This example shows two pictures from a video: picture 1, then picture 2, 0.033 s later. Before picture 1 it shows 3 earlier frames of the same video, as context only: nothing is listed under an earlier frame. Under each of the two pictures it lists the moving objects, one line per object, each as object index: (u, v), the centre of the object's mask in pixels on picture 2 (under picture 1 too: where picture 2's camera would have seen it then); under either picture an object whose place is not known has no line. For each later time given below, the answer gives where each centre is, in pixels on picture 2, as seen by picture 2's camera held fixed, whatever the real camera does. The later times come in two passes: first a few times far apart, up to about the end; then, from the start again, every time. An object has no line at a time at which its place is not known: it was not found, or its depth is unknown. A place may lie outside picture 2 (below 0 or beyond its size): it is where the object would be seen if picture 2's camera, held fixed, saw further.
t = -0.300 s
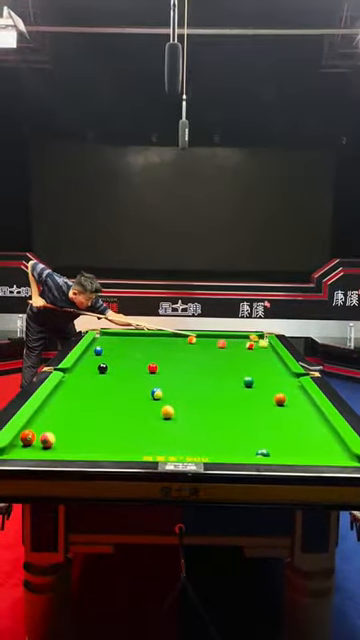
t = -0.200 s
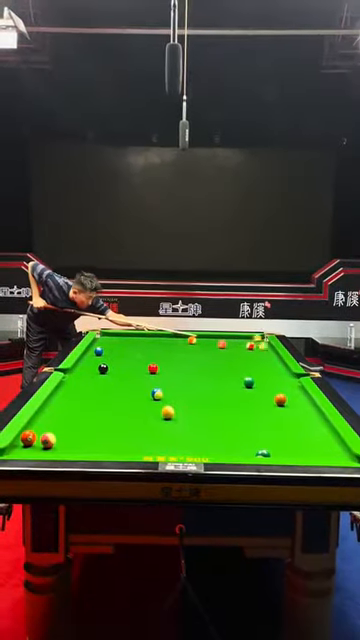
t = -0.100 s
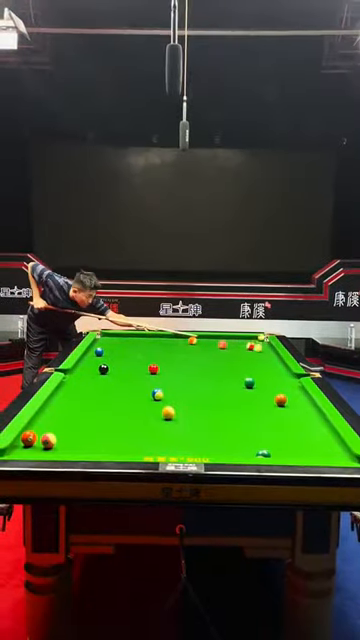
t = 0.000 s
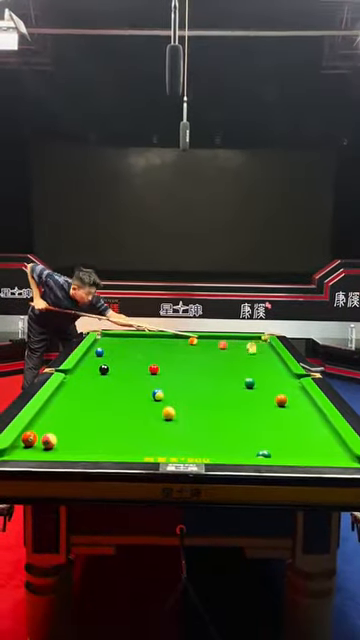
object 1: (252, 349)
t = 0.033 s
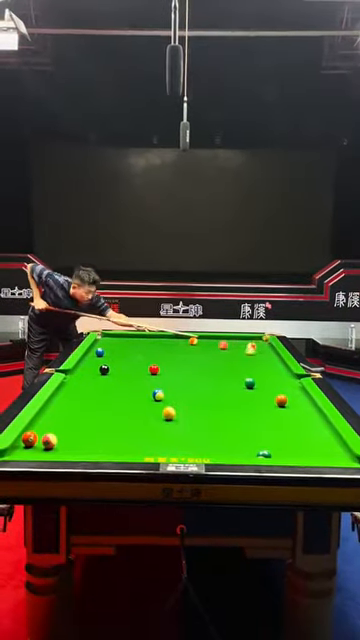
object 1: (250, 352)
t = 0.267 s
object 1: (235, 355)
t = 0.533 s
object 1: (218, 360)
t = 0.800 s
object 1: (200, 365)
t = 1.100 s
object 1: (178, 371)
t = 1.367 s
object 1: (158, 377)
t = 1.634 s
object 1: (137, 383)
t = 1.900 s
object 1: (114, 390)
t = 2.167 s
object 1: (90, 396)
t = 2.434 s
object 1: (65, 404)
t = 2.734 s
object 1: (48, 412)
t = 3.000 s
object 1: (55, 418)
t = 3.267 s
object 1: (62, 425)
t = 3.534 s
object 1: (68, 431)
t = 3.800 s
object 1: (74, 437)
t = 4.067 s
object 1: (80, 443)
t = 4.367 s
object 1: (87, 448)
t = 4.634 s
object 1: (94, 450)
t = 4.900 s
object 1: (100, 449)
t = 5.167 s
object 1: (105, 448)
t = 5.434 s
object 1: (109, 448)
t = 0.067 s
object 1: (247, 352)
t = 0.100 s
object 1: (245, 353)
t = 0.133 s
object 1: (243, 353)
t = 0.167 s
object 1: (241, 353)
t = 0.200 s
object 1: (239, 354)
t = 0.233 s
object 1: (237, 355)
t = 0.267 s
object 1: (235, 355)
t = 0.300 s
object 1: (233, 356)
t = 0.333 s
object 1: (231, 356)
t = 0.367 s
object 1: (229, 357)
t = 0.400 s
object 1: (227, 358)
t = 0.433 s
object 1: (225, 358)
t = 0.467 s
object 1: (222, 358)
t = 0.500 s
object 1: (220, 359)
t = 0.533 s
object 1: (218, 360)
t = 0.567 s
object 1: (216, 360)
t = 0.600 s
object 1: (214, 361)
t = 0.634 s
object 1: (211, 362)
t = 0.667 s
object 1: (209, 362)
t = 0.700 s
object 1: (207, 363)
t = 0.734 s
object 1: (205, 364)
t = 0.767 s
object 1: (202, 364)
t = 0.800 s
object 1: (200, 365)
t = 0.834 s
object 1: (198, 366)
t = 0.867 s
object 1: (195, 366)
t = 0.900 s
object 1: (193, 367)
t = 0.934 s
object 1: (190, 368)
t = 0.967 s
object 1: (188, 368)
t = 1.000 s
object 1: (186, 369)
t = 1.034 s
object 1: (183, 370)
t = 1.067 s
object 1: (181, 371)
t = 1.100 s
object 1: (178, 371)
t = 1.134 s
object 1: (176, 372)
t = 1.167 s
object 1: (174, 373)
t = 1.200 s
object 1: (171, 373)
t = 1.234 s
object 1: (169, 374)
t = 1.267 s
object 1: (166, 375)
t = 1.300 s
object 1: (163, 375)
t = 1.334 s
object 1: (161, 376)
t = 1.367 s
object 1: (158, 377)
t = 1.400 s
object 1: (156, 378)
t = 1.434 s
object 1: (153, 379)
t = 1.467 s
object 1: (150, 379)
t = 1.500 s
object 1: (147, 380)
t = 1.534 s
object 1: (145, 381)
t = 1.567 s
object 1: (142, 381)
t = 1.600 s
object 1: (140, 382)
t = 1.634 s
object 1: (137, 383)
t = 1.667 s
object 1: (134, 384)
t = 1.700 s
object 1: (131, 385)
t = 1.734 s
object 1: (129, 385)
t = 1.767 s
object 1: (126, 386)
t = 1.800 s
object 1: (123, 387)
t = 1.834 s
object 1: (120, 388)
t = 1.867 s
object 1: (117, 389)
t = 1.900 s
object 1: (114, 390)
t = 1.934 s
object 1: (111, 390)
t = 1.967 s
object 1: (108, 391)
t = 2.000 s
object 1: (106, 392)
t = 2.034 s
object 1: (103, 393)
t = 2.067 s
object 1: (100, 394)
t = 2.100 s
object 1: (97, 395)
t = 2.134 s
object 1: (93, 395)
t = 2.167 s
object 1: (90, 396)
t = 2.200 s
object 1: (87, 397)
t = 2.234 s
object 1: (84, 398)
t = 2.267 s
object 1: (81, 399)
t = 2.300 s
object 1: (78, 400)
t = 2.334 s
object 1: (75, 401)
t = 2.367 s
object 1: (72, 402)
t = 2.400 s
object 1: (69, 403)
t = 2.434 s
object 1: (65, 404)
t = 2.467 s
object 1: (62, 405)
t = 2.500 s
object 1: (58, 406)
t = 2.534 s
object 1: (55, 407)
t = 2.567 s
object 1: (53, 407)
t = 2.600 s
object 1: (49, 408)
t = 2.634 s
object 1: (46, 409)
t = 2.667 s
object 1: (46, 410)
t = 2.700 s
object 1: (47, 411)
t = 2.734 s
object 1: (48, 412)
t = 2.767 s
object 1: (49, 412)
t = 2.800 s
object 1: (50, 413)
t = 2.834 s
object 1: (51, 414)
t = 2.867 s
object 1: (51, 415)
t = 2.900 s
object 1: (52, 415)
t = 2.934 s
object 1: (53, 417)
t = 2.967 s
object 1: (53, 417)
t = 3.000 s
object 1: (55, 418)
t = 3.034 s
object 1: (56, 419)
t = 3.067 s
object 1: (56, 420)
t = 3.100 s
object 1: (57, 421)
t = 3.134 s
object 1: (58, 421)
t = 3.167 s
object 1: (59, 422)
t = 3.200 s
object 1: (60, 423)
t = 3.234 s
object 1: (60, 424)
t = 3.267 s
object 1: (62, 425)
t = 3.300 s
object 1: (62, 425)
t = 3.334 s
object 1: (64, 426)
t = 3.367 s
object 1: (64, 427)
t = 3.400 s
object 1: (65, 428)
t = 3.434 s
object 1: (66, 428)
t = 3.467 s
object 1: (66, 429)
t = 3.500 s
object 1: (67, 430)
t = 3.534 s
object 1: (68, 431)
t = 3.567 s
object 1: (69, 432)
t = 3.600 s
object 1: (69, 432)
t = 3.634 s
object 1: (70, 433)
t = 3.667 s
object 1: (71, 434)
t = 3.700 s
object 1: (72, 435)
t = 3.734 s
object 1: (73, 436)
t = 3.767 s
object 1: (73, 436)
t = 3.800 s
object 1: (74, 437)
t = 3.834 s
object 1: (75, 438)
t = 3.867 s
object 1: (76, 439)
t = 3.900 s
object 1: (77, 439)
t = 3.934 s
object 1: (77, 440)
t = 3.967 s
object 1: (78, 441)
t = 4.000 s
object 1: (79, 442)
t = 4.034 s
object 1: (79, 443)
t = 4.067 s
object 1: (80, 443)
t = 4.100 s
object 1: (81, 444)
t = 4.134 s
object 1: (82, 445)
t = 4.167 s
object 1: (83, 445)
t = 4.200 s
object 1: (84, 446)
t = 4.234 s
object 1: (85, 446)
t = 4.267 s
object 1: (85, 447)
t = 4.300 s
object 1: (86, 447)
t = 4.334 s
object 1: (86, 447)
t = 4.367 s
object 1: (87, 448)
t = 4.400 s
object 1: (88, 448)
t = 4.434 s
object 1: (88, 448)
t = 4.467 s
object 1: (90, 449)
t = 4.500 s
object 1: (90, 449)
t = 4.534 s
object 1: (91, 450)
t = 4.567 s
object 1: (92, 450)
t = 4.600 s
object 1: (94, 450)
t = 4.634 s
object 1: (94, 450)
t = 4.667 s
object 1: (94, 450)
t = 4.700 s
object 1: (95, 450)
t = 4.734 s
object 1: (96, 450)
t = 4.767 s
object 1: (97, 450)
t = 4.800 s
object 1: (97, 450)
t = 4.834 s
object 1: (99, 450)
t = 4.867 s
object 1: (99, 450)
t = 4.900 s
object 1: (100, 449)
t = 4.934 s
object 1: (101, 449)
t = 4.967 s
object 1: (101, 449)
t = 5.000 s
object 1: (102, 449)
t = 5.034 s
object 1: (103, 449)
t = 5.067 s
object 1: (103, 448)
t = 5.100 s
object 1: (104, 448)
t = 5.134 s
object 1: (105, 448)
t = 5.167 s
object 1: (105, 448)
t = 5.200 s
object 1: (106, 448)
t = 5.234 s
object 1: (106, 448)
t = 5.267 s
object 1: (107, 448)
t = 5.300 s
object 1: (108, 448)
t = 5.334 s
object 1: (108, 448)
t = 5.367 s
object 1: (108, 447)
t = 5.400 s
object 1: (109, 447)
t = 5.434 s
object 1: (109, 448)
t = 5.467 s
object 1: (109, 448)
